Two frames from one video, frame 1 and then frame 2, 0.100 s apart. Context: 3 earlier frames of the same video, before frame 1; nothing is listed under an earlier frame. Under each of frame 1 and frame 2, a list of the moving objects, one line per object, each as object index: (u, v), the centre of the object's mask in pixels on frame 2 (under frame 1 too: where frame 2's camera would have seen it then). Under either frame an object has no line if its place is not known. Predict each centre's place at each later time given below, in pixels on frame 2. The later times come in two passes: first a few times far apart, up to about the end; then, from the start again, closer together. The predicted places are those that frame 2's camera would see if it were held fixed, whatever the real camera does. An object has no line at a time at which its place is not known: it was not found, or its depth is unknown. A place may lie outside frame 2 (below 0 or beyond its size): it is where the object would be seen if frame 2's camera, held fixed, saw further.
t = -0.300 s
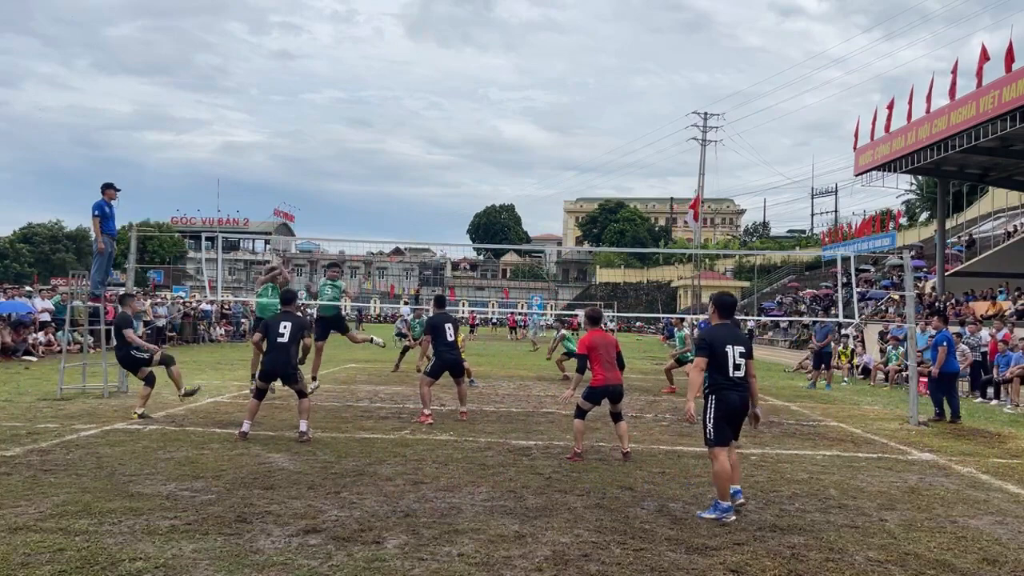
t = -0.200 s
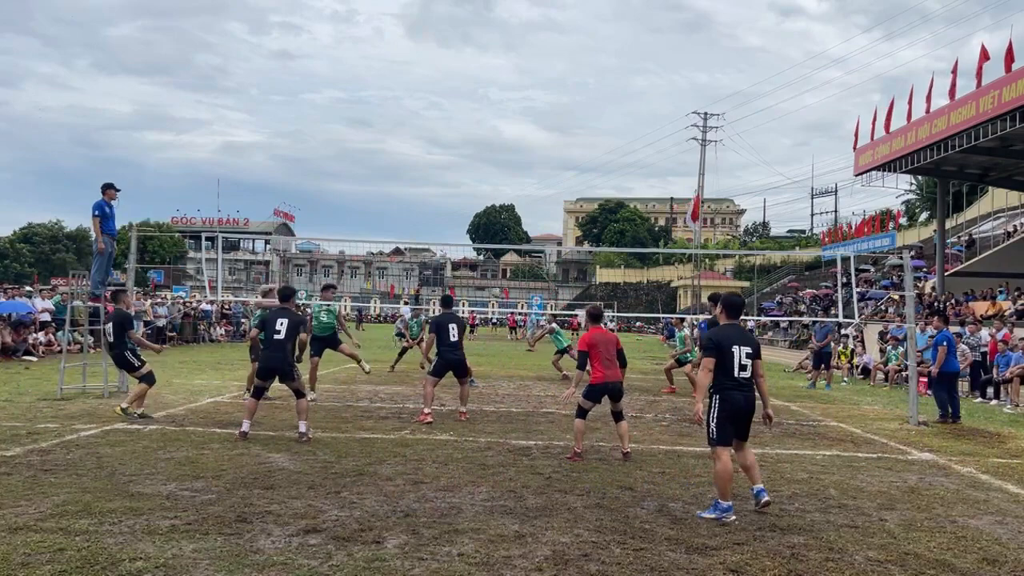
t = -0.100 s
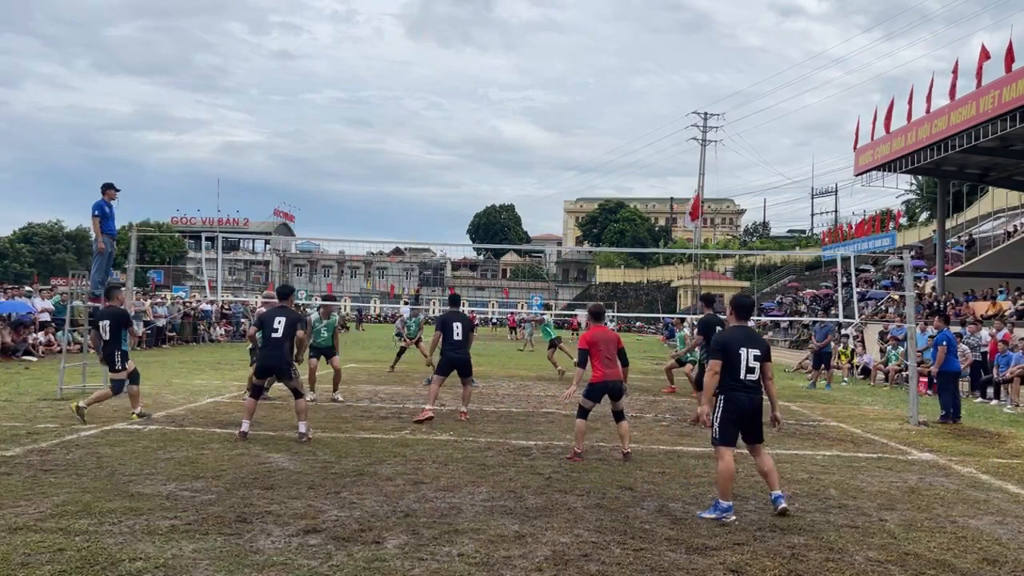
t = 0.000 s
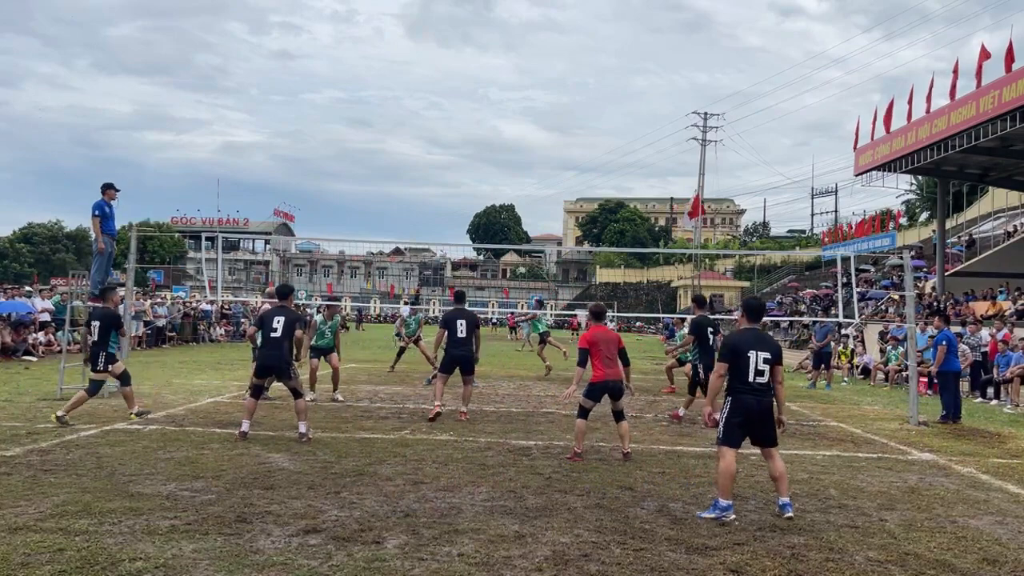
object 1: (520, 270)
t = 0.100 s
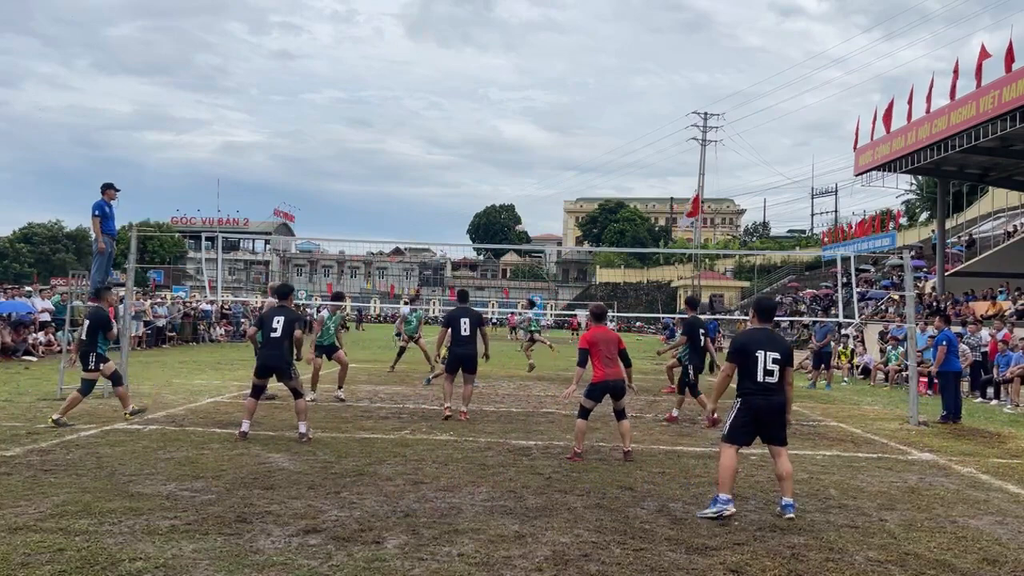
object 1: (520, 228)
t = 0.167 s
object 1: (519, 203)
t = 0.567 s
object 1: (517, 88)
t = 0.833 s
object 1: (517, 53)
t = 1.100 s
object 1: (516, 50)
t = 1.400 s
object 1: (514, 89)
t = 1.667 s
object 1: (511, 160)
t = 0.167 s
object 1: (519, 203)
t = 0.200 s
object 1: (518, 191)
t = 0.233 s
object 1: (518, 179)
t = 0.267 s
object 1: (518, 168)
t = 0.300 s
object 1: (518, 157)
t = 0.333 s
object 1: (517, 147)
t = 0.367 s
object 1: (518, 137)
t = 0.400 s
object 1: (518, 128)
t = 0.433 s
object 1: (517, 119)
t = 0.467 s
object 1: (517, 110)
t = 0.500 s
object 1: (517, 103)
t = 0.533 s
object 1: (517, 95)
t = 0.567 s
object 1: (517, 88)
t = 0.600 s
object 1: (517, 82)
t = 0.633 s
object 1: (517, 77)
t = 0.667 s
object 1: (517, 71)
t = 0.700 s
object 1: (517, 66)
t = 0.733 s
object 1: (517, 63)
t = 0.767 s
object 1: (517, 59)
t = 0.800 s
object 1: (517, 55)
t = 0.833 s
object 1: (517, 53)
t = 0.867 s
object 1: (516, 51)
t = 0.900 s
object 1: (517, 49)
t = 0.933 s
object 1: (517, 48)
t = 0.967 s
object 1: (516, 47)
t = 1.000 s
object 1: (516, 47)
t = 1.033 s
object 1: (516, 48)
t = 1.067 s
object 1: (516, 49)
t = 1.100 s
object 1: (516, 50)
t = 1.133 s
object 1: (516, 52)
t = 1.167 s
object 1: (516, 55)
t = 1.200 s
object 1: (515, 58)
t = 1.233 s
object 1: (515, 62)
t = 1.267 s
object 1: (515, 66)
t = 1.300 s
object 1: (515, 71)
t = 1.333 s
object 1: (515, 76)
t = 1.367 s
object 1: (514, 82)
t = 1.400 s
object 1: (514, 89)
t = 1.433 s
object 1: (514, 96)
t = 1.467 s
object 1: (514, 103)
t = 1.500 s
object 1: (513, 112)
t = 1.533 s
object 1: (513, 120)
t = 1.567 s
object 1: (513, 129)
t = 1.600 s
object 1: (512, 139)
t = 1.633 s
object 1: (511, 149)
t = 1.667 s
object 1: (511, 160)
